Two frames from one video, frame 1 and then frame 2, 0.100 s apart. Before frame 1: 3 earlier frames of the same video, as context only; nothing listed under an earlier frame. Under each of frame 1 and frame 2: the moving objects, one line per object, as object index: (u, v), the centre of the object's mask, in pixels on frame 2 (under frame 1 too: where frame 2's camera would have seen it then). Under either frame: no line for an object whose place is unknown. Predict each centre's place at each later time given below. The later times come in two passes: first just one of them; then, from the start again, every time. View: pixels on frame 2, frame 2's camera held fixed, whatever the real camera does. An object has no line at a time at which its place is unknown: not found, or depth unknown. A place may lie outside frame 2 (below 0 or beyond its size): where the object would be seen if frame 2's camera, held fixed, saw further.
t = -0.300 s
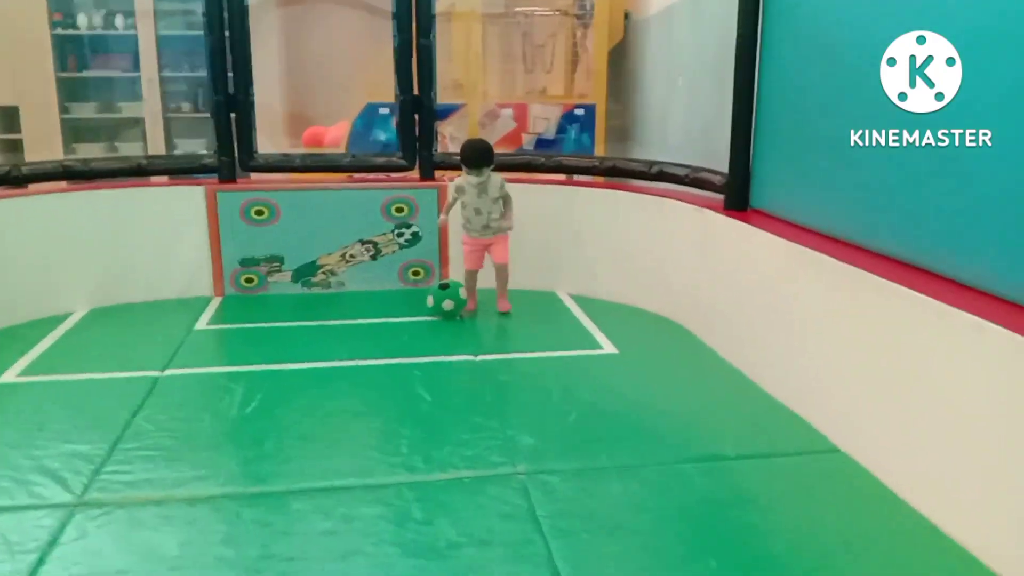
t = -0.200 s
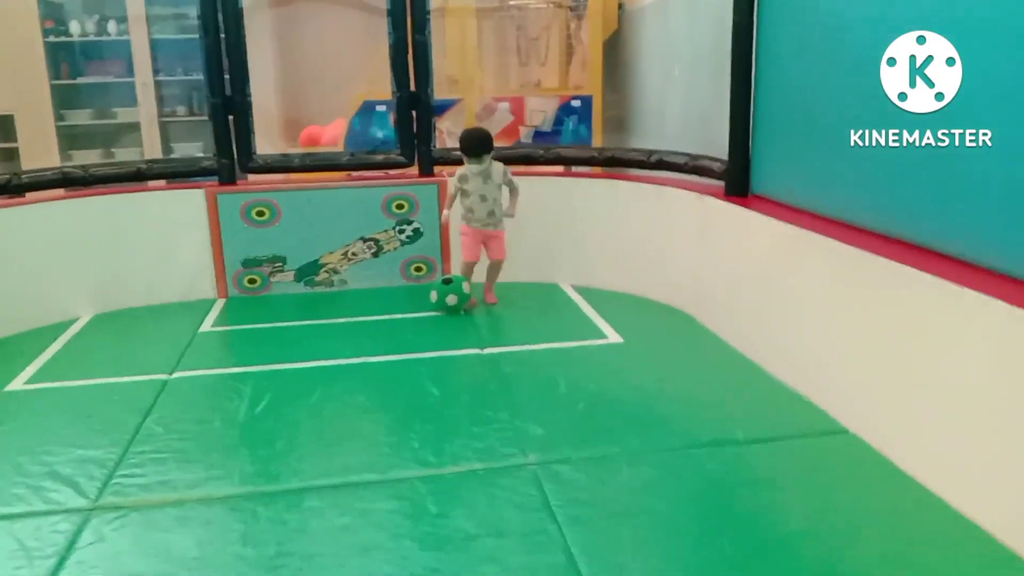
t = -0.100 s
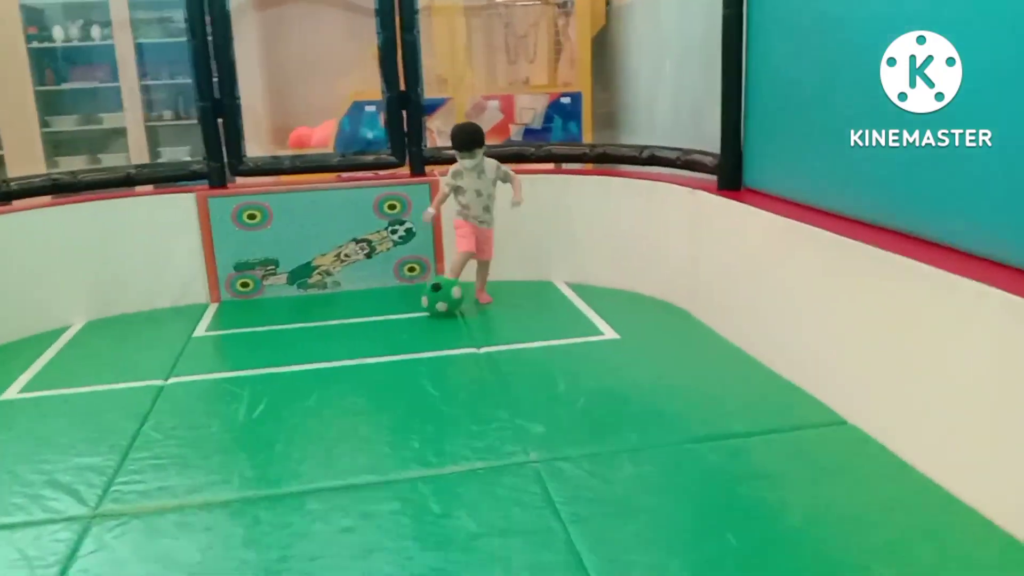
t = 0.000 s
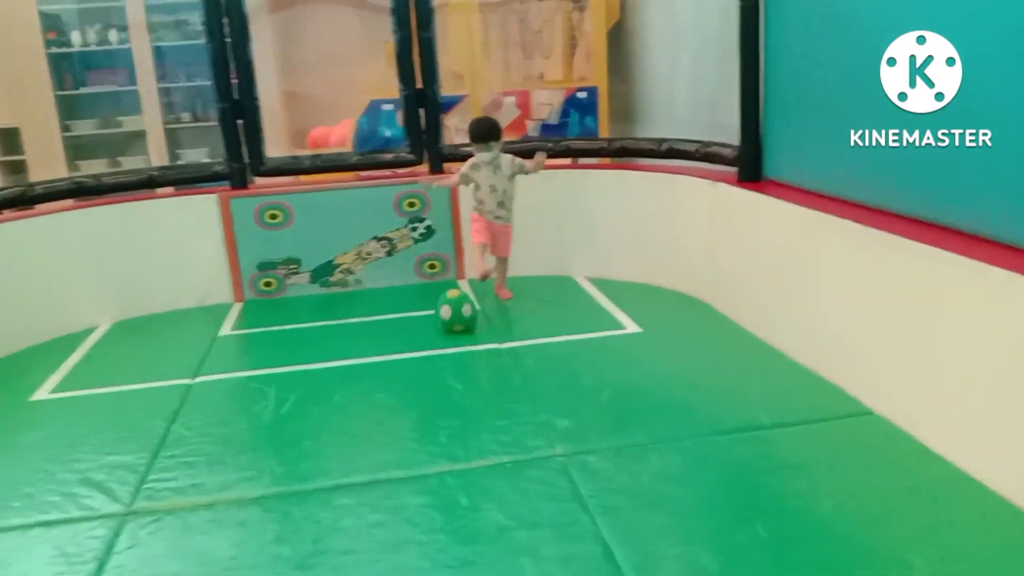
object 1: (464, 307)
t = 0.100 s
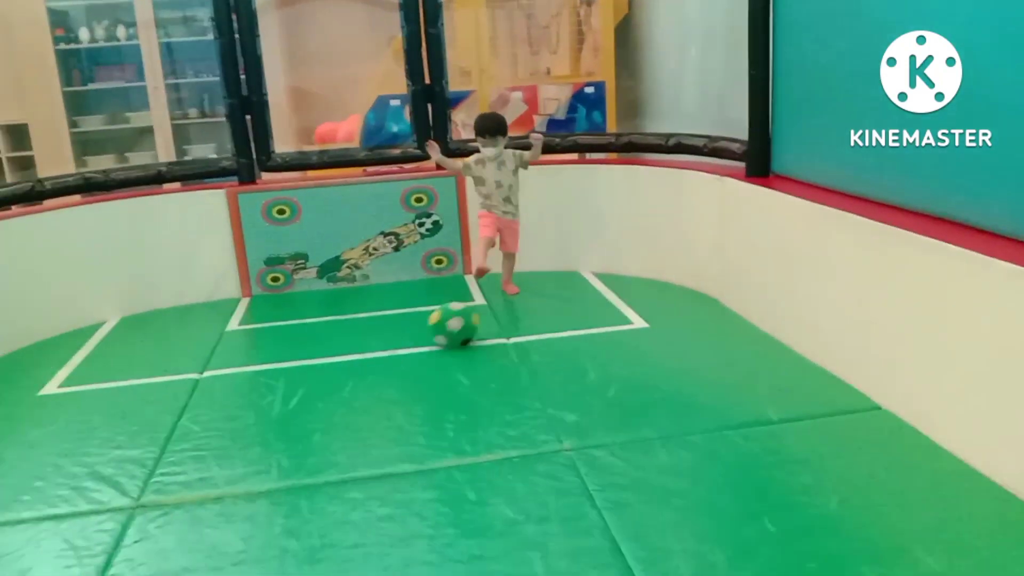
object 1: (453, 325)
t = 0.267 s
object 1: (439, 354)
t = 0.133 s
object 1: (450, 330)
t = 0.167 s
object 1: (447, 337)
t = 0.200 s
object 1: (444, 344)
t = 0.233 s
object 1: (441, 350)
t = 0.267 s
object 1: (439, 354)
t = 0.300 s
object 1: (436, 359)
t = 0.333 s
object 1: (433, 364)
